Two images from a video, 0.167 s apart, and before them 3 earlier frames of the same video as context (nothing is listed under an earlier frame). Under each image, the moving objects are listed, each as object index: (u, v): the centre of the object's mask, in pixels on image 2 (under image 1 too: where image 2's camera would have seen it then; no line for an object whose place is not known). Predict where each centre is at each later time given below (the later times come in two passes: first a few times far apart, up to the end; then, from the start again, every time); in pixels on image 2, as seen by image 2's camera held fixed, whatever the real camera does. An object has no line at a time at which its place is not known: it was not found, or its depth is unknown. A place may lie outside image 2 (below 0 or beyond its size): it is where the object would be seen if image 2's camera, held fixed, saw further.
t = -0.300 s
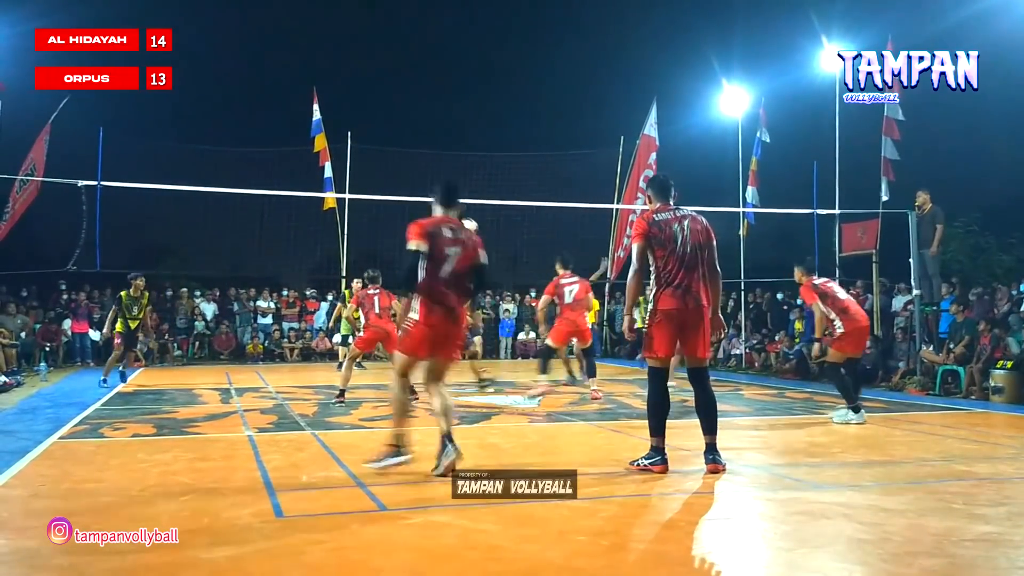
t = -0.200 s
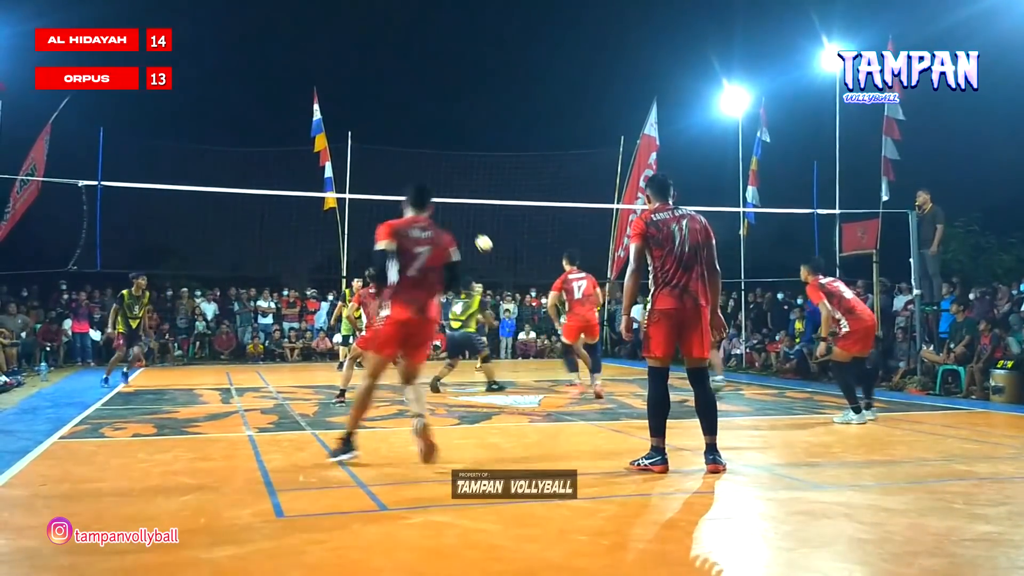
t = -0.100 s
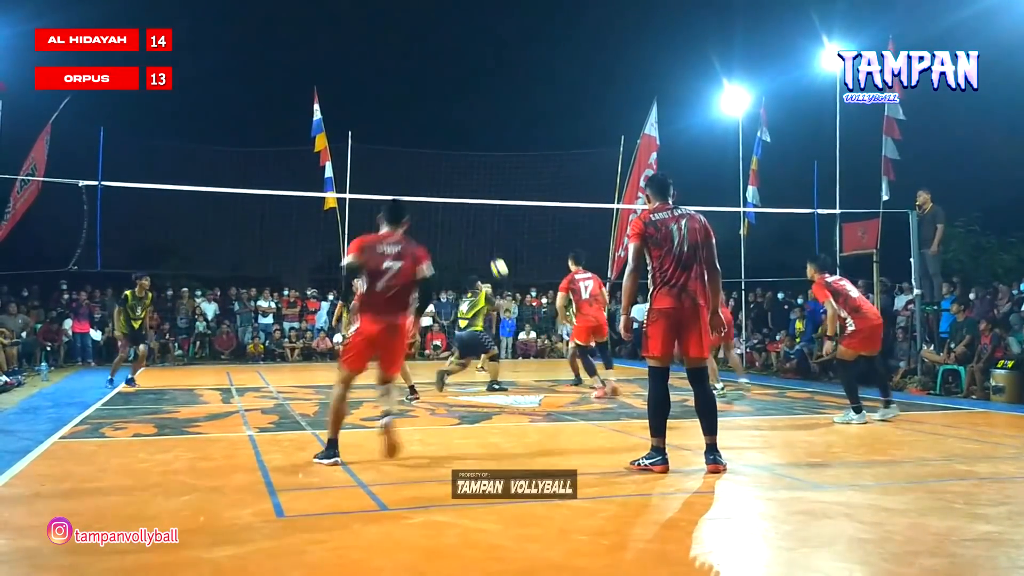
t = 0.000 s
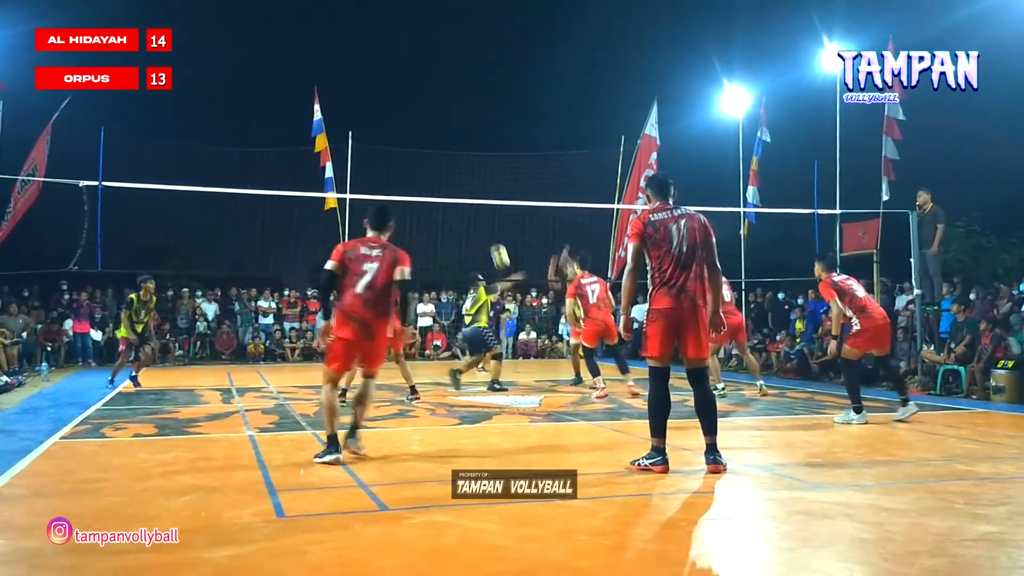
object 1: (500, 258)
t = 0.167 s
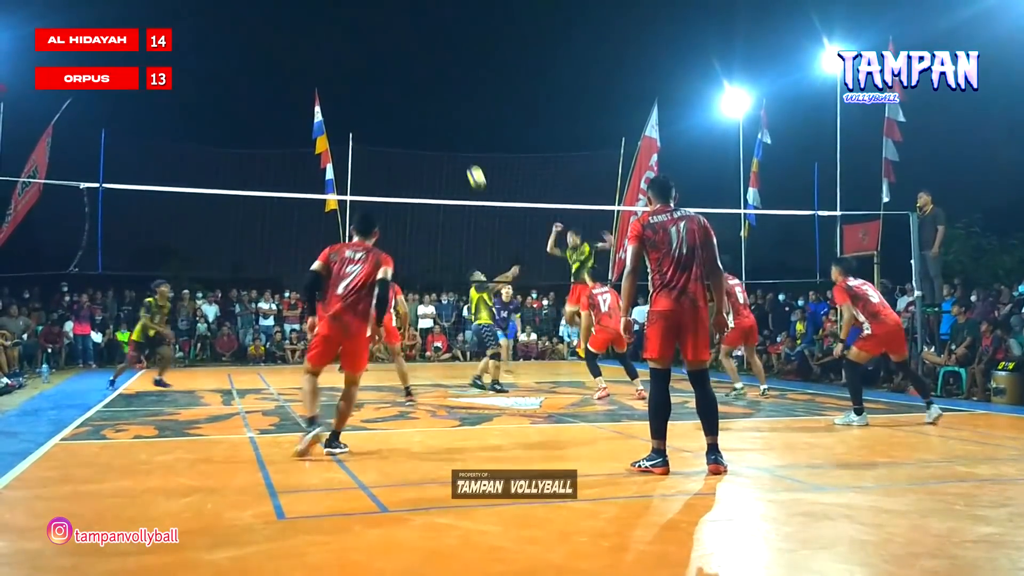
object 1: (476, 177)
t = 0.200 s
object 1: (471, 163)
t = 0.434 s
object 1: (436, 91)
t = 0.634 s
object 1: (405, 61)
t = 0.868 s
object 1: (369, 63)
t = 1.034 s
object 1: (344, 90)
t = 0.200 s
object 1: (471, 163)
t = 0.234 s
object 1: (466, 151)
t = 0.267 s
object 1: (461, 139)
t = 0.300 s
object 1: (455, 127)
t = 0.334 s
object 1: (451, 117)
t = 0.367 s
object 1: (446, 108)
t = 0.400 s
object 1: (441, 99)
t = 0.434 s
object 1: (436, 91)
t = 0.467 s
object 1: (431, 84)
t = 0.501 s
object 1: (426, 78)
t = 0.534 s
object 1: (421, 72)
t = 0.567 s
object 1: (416, 68)
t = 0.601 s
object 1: (410, 64)
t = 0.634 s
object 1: (405, 61)
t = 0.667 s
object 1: (400, 59)
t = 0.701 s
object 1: (395, 57)
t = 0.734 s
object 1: (390, 57)
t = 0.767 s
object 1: (385, 57)
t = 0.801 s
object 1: (379, 58)
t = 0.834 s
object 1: (374, 60)
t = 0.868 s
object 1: (369, 63)
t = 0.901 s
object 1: (364, 67)
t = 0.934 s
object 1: (359, 72)
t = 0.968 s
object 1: (354, 77)
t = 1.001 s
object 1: (348, 83)
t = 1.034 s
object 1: (344, 90)
